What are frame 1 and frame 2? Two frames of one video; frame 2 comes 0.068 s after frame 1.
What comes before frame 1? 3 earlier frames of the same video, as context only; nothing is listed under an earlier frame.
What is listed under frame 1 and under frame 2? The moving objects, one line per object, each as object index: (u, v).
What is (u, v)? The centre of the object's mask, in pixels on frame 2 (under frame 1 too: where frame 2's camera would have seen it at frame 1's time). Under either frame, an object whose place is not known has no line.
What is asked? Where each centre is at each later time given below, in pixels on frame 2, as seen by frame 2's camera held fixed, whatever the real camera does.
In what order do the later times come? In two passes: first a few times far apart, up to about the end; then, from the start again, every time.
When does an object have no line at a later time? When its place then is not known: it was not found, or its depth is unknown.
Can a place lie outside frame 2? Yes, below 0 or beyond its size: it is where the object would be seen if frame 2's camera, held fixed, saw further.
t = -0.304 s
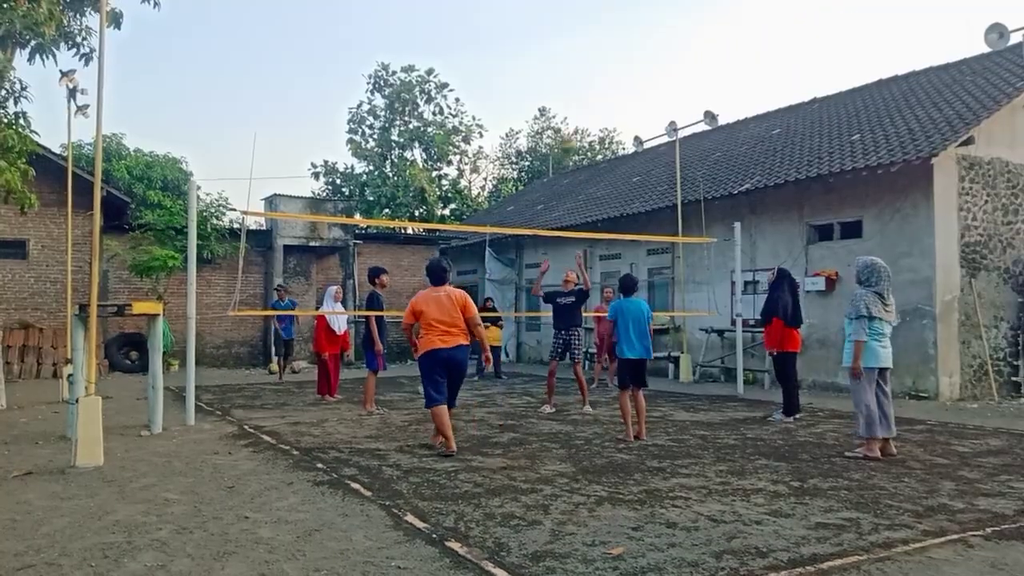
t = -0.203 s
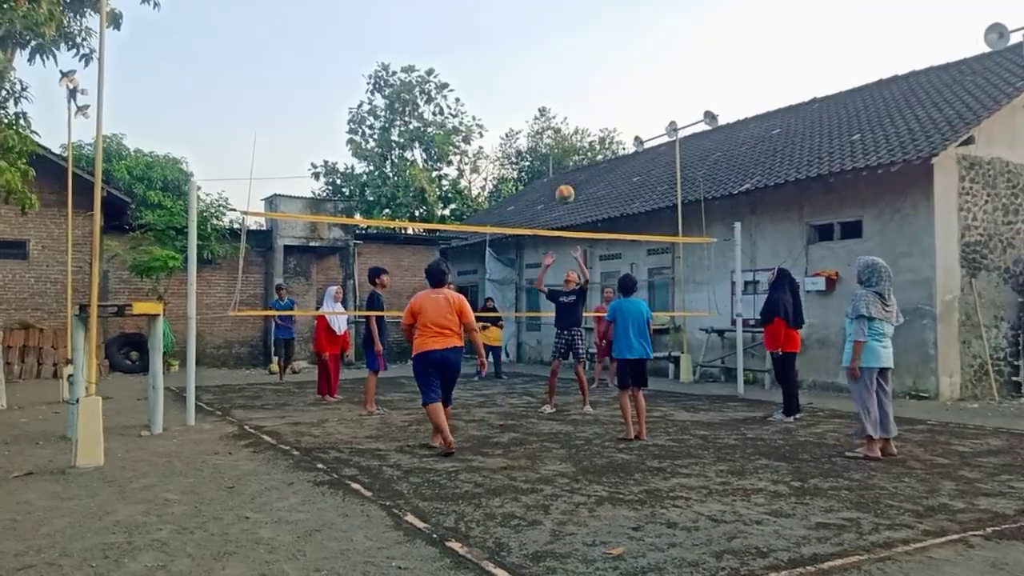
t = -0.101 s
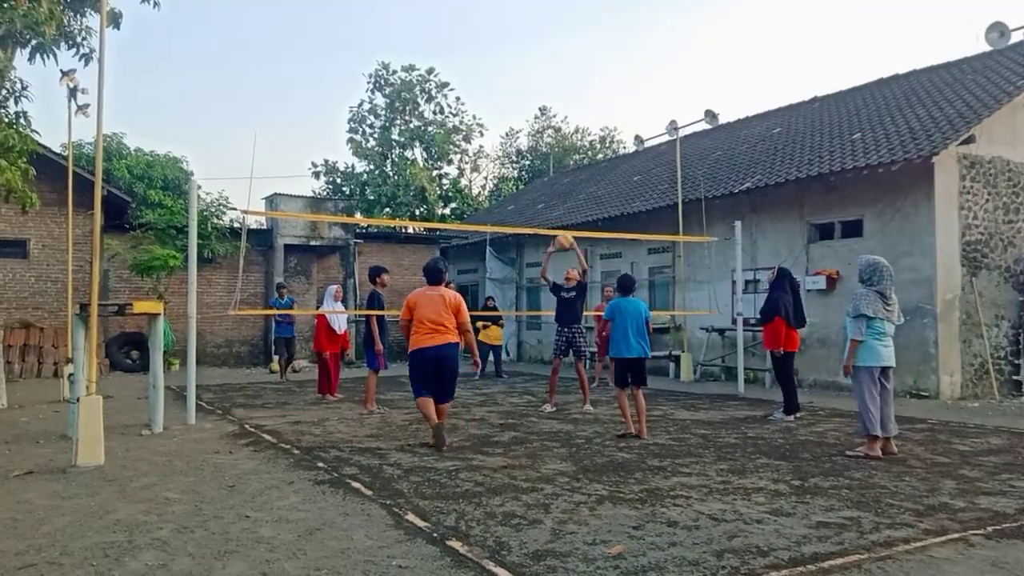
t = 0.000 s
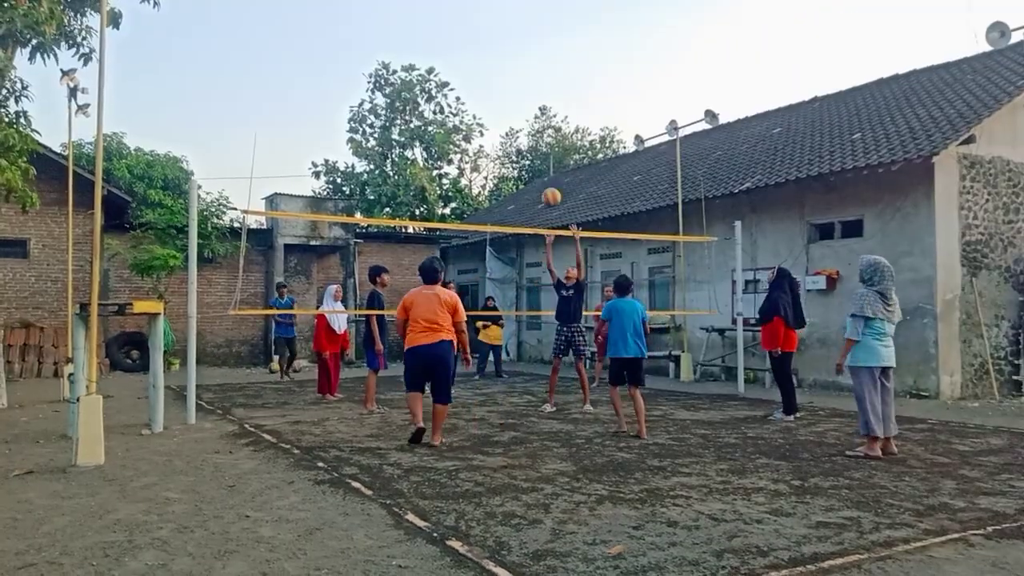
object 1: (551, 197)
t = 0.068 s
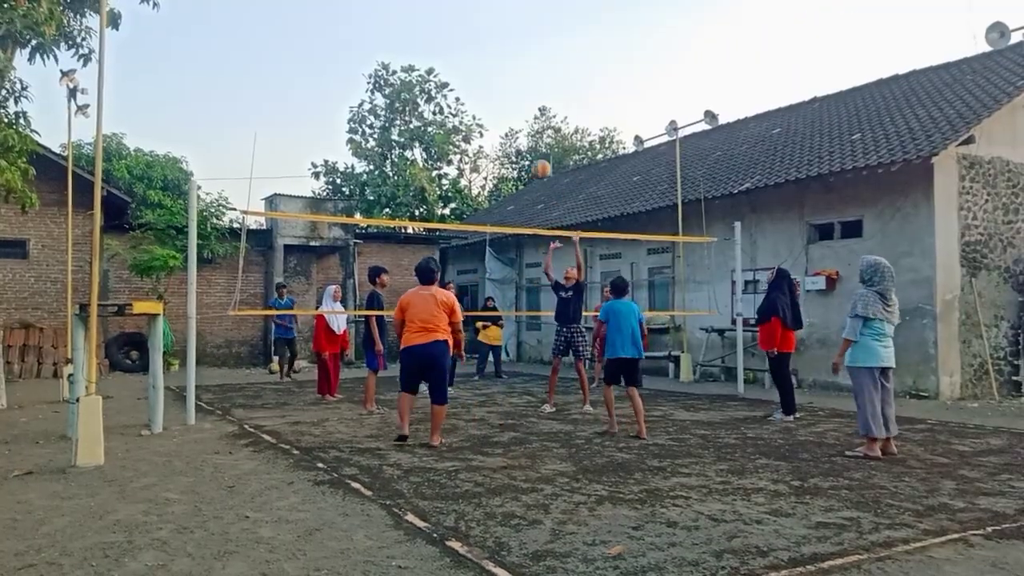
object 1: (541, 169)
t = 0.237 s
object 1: (515, 113)
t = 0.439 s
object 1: (483, 74)
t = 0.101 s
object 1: (536, 157)
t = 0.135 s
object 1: (530, 144)
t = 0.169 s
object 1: (525, 133)
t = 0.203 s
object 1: (520, 122)
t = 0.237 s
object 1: (515, 113)
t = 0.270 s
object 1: (510, 104)
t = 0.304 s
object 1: (505, 96)
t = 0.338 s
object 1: (499, 89)
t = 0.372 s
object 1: (494, 83)
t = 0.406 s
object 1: (488, 78)
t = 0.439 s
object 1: (483, 74)
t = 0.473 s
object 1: (477, 71)
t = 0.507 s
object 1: (472, 70)
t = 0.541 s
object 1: (466, 69)
